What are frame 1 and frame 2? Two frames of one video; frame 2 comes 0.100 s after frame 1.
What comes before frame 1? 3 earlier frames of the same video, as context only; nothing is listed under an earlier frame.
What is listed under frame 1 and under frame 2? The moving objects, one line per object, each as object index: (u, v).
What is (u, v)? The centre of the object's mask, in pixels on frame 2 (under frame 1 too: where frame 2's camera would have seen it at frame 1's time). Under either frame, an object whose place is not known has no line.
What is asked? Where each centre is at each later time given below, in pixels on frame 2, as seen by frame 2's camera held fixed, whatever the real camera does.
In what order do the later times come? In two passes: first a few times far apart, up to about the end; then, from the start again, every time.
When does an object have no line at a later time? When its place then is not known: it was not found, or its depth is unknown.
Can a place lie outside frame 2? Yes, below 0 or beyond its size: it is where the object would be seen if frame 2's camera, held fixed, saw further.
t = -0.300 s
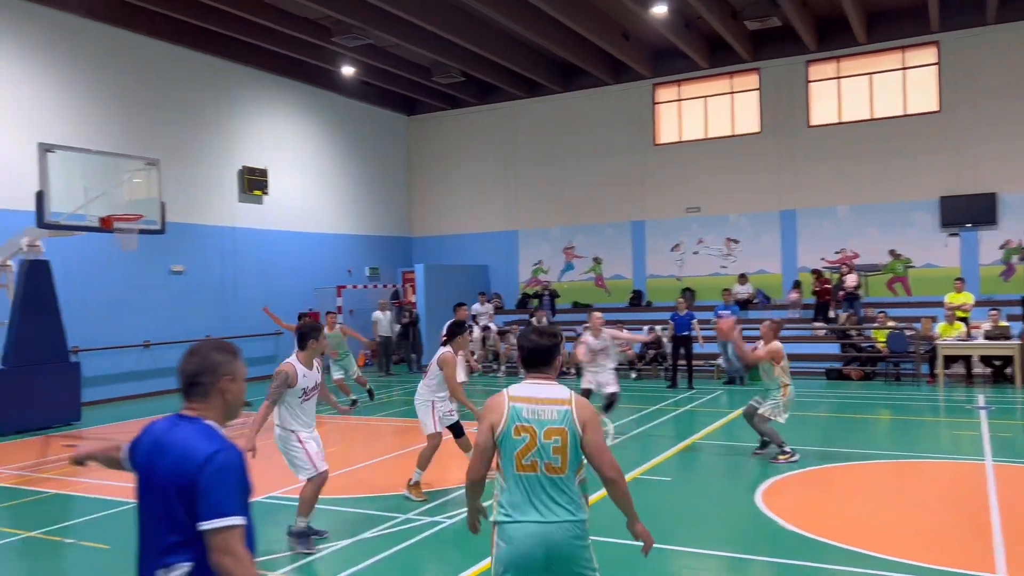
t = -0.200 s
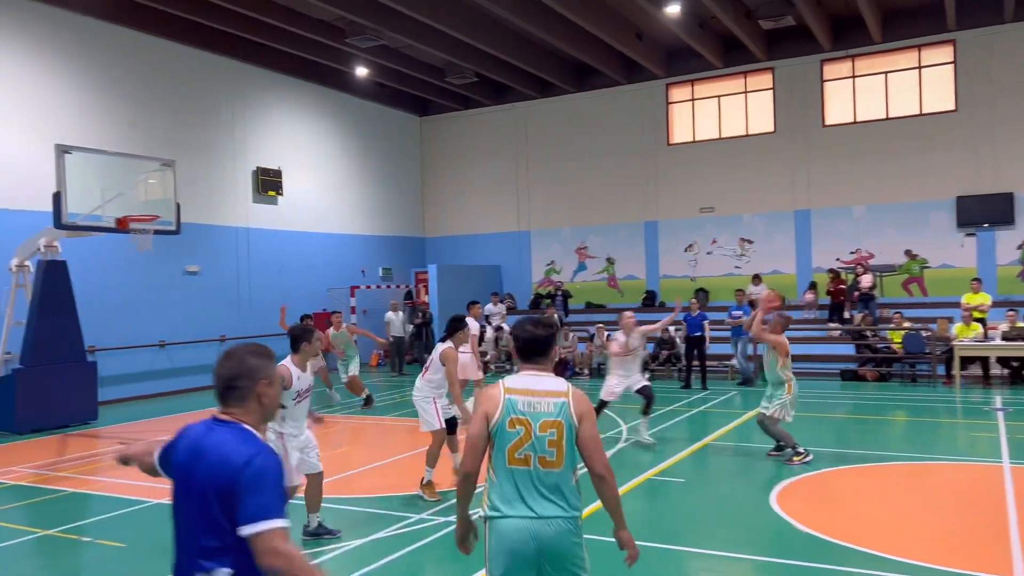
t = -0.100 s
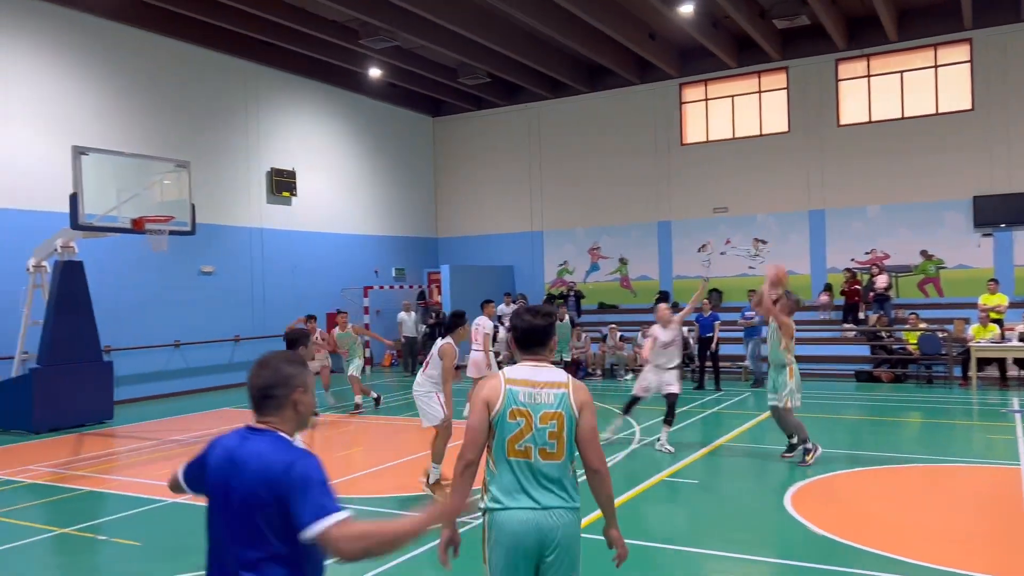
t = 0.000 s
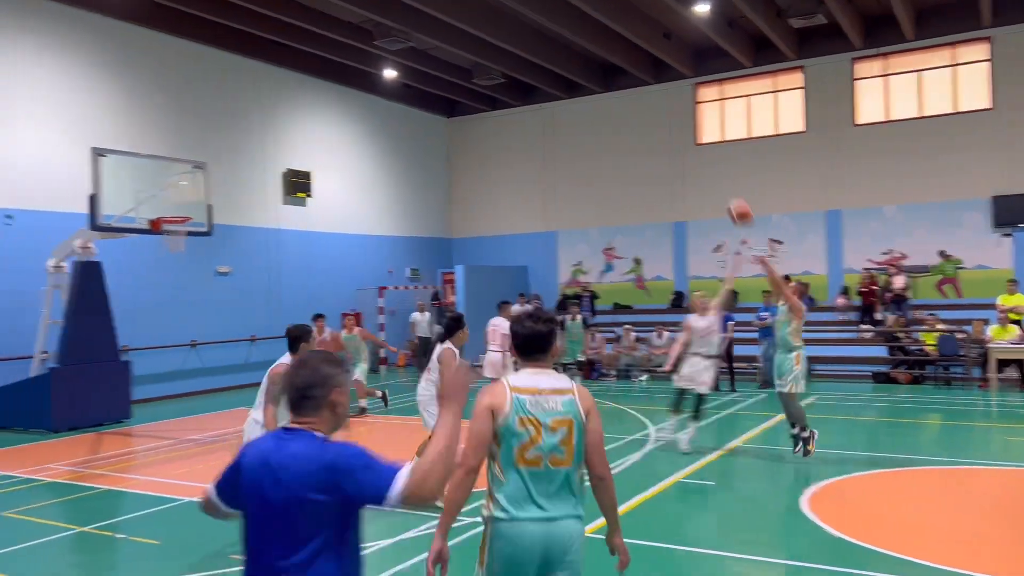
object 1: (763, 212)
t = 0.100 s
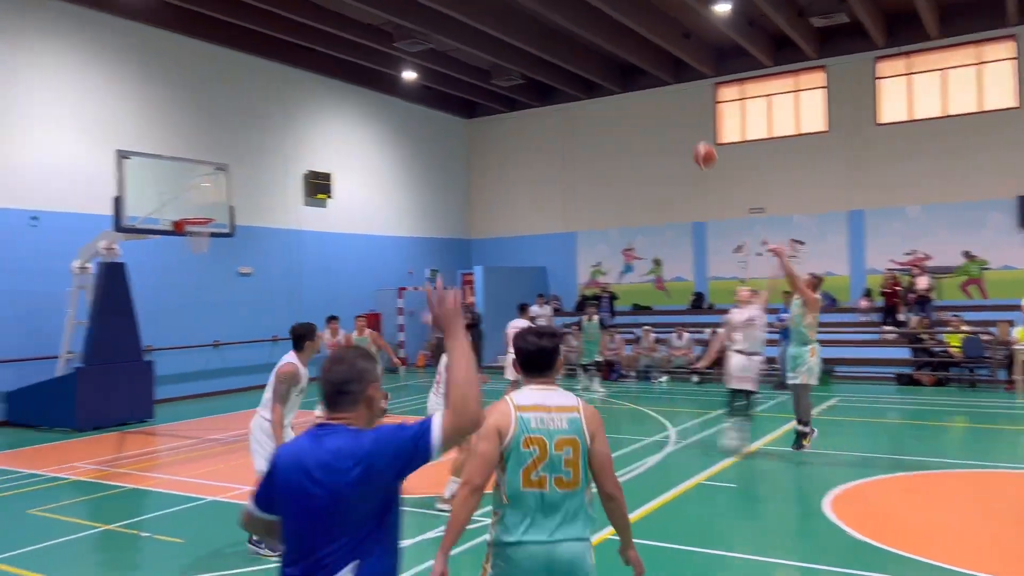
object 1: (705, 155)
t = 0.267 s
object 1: (616, 85)
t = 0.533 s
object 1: (492, 31)
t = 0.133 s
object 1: (687, 139)
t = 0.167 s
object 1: (668, 123)
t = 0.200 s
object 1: (651, 109)
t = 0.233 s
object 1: (632, 95)
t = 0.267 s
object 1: (616, 85)
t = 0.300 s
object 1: (599, 75)
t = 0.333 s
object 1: (582, 65)
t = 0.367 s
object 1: (566, 57)
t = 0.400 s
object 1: (551, 50)
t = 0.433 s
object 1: (535, 44)
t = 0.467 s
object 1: (520, 38)
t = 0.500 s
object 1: (506, 34)
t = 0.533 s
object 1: (492, 31)
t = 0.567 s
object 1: (477, 29)
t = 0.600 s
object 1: (463, 28)
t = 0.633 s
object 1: (449, 27)
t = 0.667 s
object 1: (435, 27)
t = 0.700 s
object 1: (422, 29)
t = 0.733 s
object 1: (408, 31)
